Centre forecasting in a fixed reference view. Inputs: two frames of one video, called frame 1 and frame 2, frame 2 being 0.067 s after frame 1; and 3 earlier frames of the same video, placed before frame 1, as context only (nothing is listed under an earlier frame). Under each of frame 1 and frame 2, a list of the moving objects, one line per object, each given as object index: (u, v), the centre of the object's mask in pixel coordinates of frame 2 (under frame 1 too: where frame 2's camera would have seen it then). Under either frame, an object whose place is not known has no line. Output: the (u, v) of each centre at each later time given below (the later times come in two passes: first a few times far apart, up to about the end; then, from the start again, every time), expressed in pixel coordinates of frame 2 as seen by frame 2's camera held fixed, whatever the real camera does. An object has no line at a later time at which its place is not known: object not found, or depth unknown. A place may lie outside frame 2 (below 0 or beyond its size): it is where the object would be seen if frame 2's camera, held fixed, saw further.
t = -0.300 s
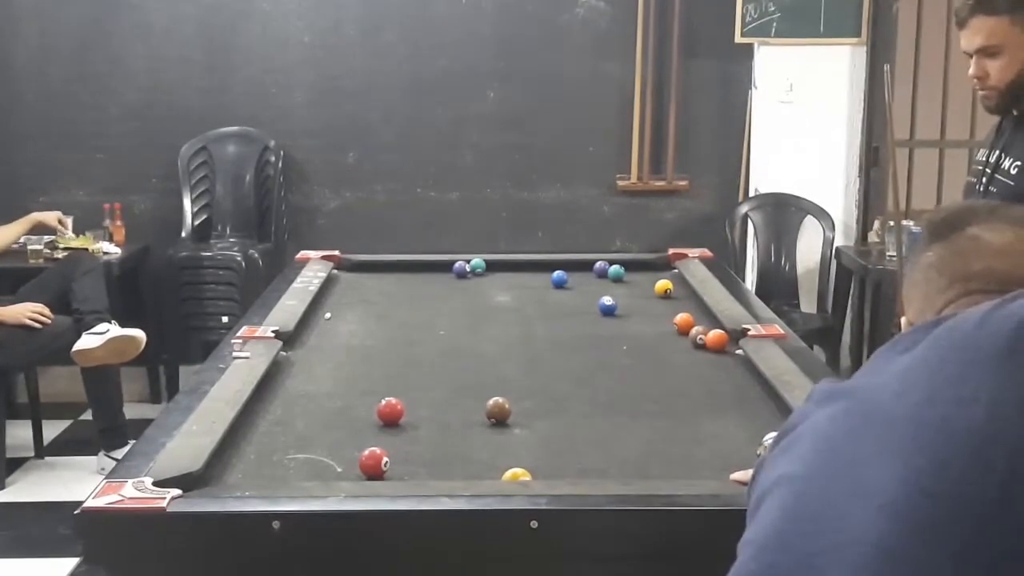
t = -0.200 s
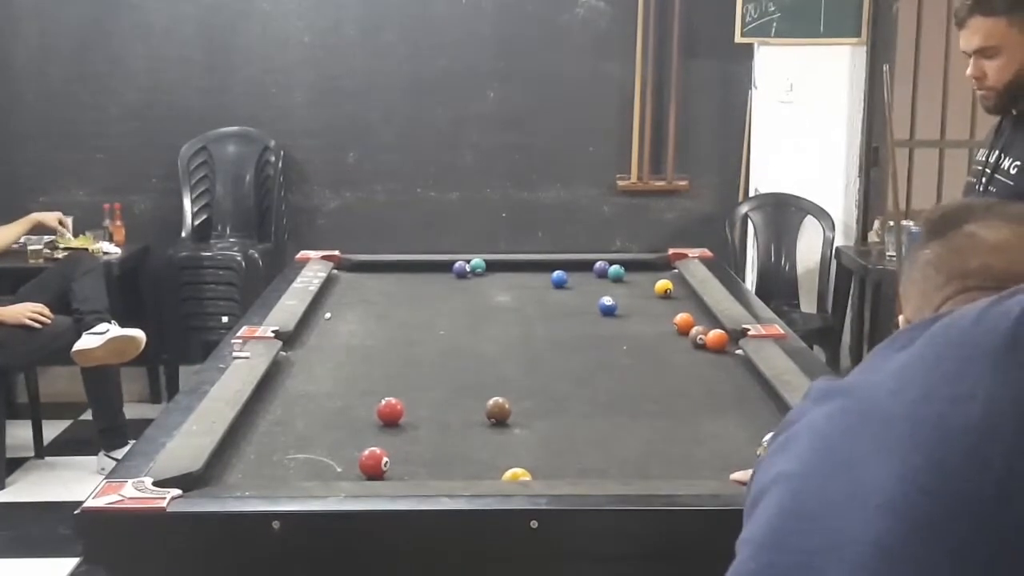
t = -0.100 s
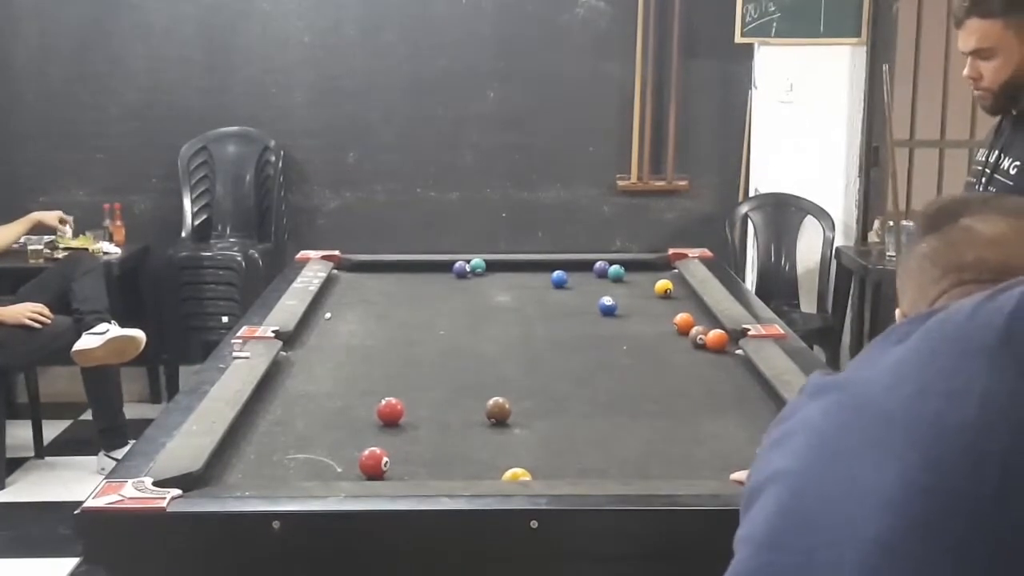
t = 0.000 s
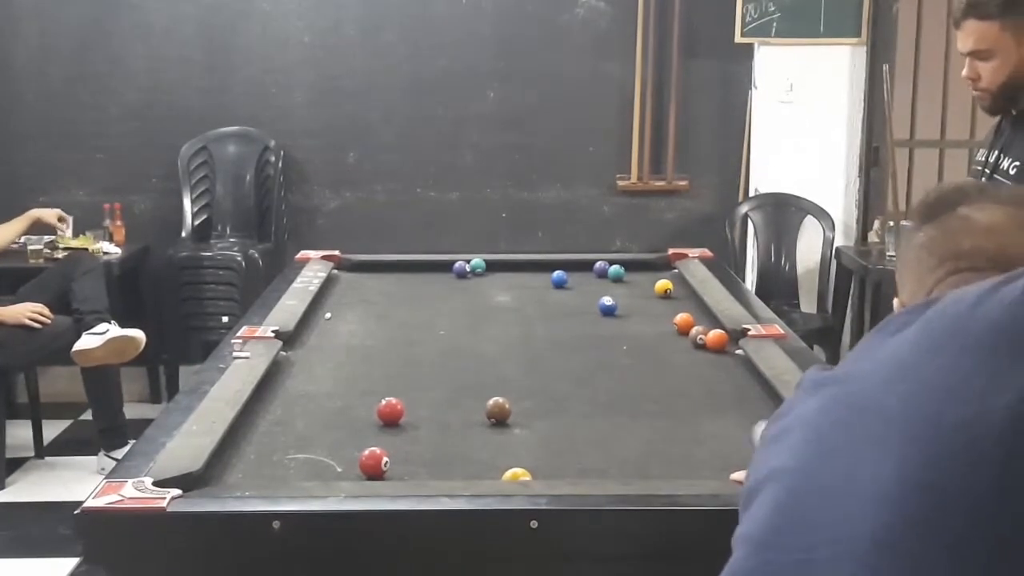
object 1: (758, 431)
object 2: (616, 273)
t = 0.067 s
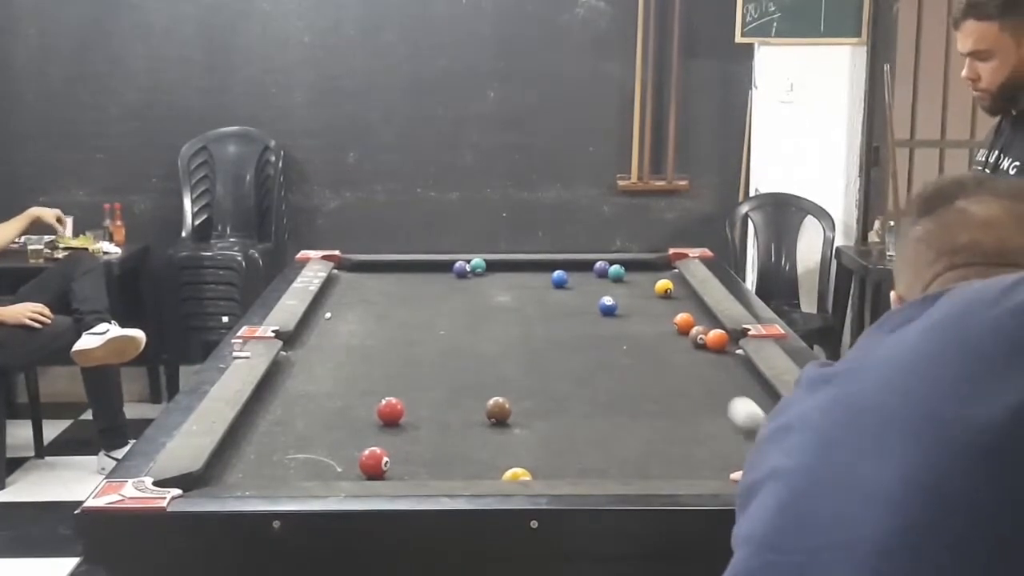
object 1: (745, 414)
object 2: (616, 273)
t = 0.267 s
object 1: (691, 360)
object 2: (616, 273)
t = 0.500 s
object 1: (646, 315)
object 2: (616, 273)
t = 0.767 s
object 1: (608, 276)
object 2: (619, 271)
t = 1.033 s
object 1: (547, 270)
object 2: (662, 267)
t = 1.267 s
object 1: (509, 284)
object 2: (654, 273)
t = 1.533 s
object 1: (460, 301)
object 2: (636, 279)
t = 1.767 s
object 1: (412, 316)
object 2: (621, 284)
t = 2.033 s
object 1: (353, 336)
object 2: (604, 289)
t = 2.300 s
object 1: (291, 357)
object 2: (589, 296)
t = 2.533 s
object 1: (312, 372)
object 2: (576, 302)
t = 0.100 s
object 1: (735, 403)
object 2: (616, 273)
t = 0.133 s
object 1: (725, 394)
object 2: (616, 273)
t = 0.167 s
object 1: (715, 384)
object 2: (616, 273)
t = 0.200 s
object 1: (707, 376)
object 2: (616, 273)
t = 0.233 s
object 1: (698, 367)
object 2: (616, 273)
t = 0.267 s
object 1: (691, 360)
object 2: (616, 273)
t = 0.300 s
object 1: (683, 353)
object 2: (616, 273)
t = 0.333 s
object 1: (677, 346)
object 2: (616, 273)
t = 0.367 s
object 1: (670, 339)
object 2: (616, 273)
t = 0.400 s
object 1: (663, 332)
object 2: (616, 273)
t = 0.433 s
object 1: (658, 327)
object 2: (616, 273)
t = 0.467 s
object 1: (651, 320)
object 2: (616, 273)
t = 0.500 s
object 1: (646, 315)
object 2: (616, 273)
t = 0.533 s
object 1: (640, 309)
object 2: (616, 273)
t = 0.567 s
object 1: (635, 304)
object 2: (616, 273)
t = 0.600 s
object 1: (630, 299)
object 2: (616, 273)
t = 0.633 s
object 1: (626, 295)
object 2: (616, 273)
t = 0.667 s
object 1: (621, 290)
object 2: (616, 272)
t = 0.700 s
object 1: (616, 285)
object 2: (617, 270)
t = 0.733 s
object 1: (612, 280)
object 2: (618, 269)
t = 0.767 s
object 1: (608, 276)
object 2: (619, 271)
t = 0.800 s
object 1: (599, 273)
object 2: (622, 271)
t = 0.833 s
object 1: (589, 271)
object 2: (630, 269)
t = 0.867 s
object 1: (580, 269)
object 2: (637, 267)
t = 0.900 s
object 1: (571, 266)
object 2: (644, 265)
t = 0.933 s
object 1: (564, 264)
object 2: (650, 265)
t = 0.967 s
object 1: (558, 265)
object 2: (654, 265)
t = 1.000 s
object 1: (552, 267)
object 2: (658, 266)
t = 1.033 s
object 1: (547, 270)
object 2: (662, 267)
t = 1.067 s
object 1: (542, 273)
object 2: (666, 268)
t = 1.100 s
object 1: (537, 274)
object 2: (664, 269)
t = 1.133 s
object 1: (531, 276)
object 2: (663, 269)
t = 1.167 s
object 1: (526, 278)
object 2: (660, 270)
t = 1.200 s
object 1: (520, 280)
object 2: (658, 271)
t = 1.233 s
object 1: (515, 282)
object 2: (656, 272)
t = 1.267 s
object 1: (509, 284)
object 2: (654, 273)
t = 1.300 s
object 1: (503, 286)
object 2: (652, 273)
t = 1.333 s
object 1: (497, 288)
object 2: (650, 274)
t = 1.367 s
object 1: (491, 290)
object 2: (648, 275)
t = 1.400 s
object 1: (485, 292)
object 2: (645, 276)
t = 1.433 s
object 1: (479, 295)
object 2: (643, 277)
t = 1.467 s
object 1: (472, 296)
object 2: (641, 277)
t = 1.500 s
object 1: (466, 298)
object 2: (638, 278)
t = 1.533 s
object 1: (460, 301)
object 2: (636, 279)
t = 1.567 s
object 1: (453, 303)
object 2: (634, 280)
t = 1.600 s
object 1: (447, 305)
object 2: (632, 280)
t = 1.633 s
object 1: (440, 307)
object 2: (630, 281)
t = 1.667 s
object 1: (433, 310)
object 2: (627, 282)
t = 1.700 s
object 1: (426, 312)
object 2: (625, 283)
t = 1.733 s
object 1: (419, 314)
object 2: (623, 283)
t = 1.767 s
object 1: (412, 316)
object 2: (621, 284)
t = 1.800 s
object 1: (405, 319)
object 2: (619, 285)
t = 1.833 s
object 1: (398, 321)
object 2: (617, 286)
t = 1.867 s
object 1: (391, 323)
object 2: (615, 286)
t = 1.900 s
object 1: (383, 326)
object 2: (613, 287)
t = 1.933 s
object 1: (376, 329)
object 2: (611, 287)
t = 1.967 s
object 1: (368, 331)
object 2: (609, 288)
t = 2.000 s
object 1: (361, 333)
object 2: (607, 288)
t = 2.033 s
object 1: (353, 336)
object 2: (604, 289)
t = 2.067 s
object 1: (345, 338)
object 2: (602, 290)
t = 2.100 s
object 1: (337, 341)
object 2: (600, 291)
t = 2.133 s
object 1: (329, 344)
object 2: (598, 292)
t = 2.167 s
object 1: (321, 346)
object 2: (596, 293)
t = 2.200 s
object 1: (313, 349)
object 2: (593, 294)
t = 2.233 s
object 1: (303, 351)
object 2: (592, 294)
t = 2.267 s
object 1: (295, 355)
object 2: (591, 296)
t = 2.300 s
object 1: (291, 357)
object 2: (589, 296)
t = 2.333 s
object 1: (294, 359)
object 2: (587, 297)
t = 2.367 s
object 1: (297, 361)
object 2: (585, 298)
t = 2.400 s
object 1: (299, 363)
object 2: (583, 299)
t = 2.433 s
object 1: (303, 365)
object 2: (581, 299)
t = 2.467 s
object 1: (306, 368)
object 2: (580, 300)
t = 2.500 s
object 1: (309, 370)
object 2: (578, 301)
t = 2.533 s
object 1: (312, 372)
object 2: (576, 302)
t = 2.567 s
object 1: (315, 374)
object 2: (574, 302)
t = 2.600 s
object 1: (318, 376)
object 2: (572, 303)
